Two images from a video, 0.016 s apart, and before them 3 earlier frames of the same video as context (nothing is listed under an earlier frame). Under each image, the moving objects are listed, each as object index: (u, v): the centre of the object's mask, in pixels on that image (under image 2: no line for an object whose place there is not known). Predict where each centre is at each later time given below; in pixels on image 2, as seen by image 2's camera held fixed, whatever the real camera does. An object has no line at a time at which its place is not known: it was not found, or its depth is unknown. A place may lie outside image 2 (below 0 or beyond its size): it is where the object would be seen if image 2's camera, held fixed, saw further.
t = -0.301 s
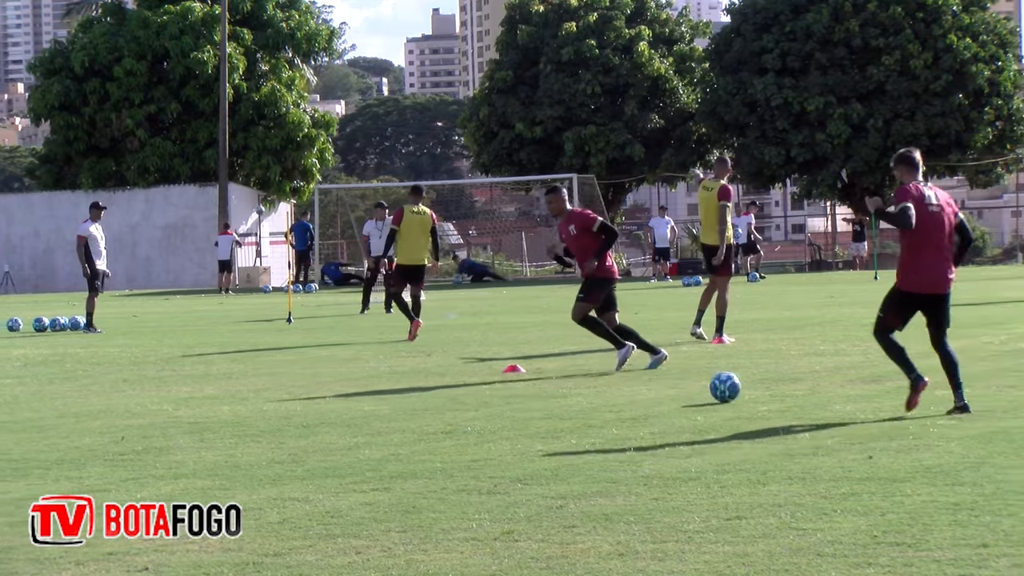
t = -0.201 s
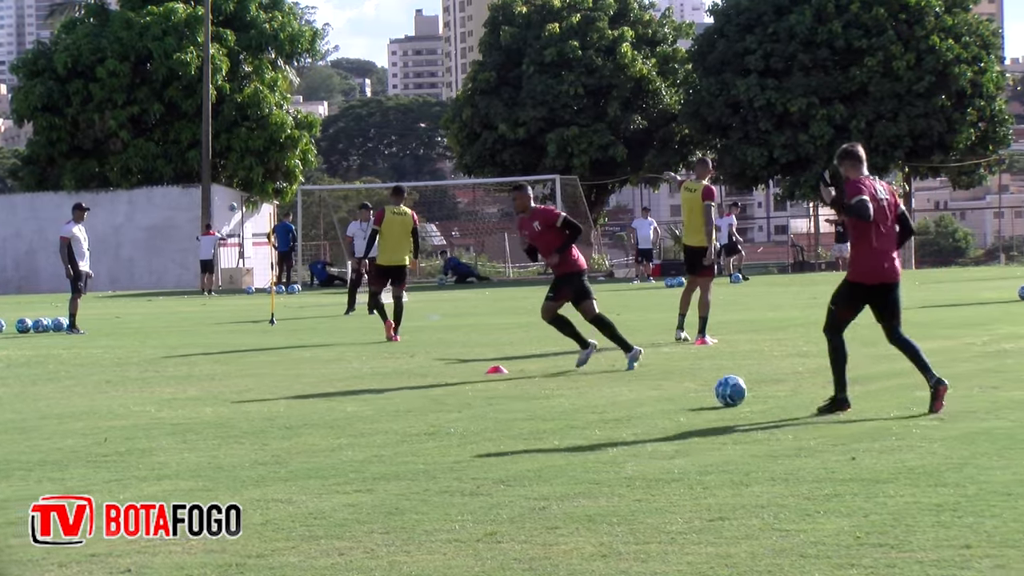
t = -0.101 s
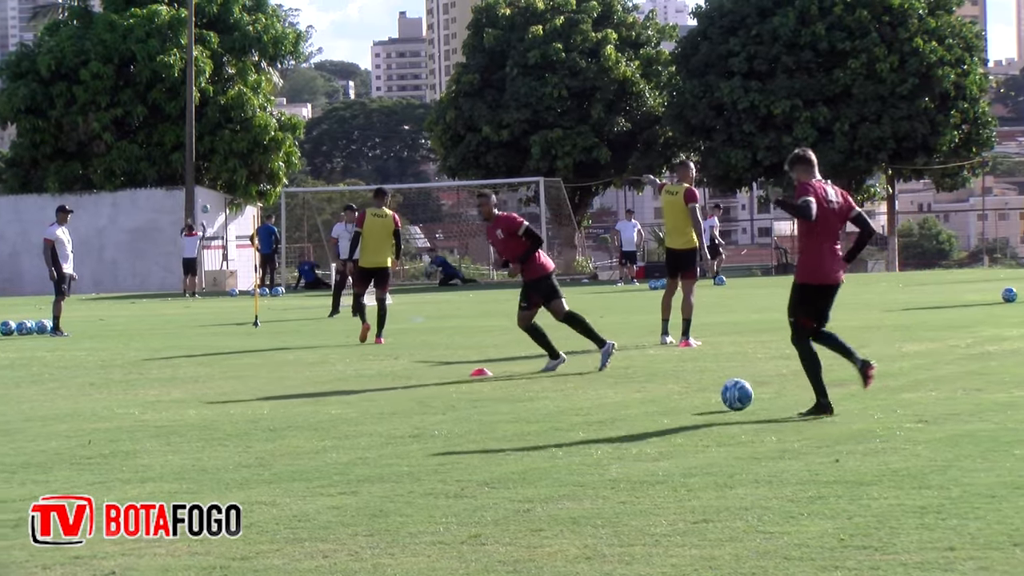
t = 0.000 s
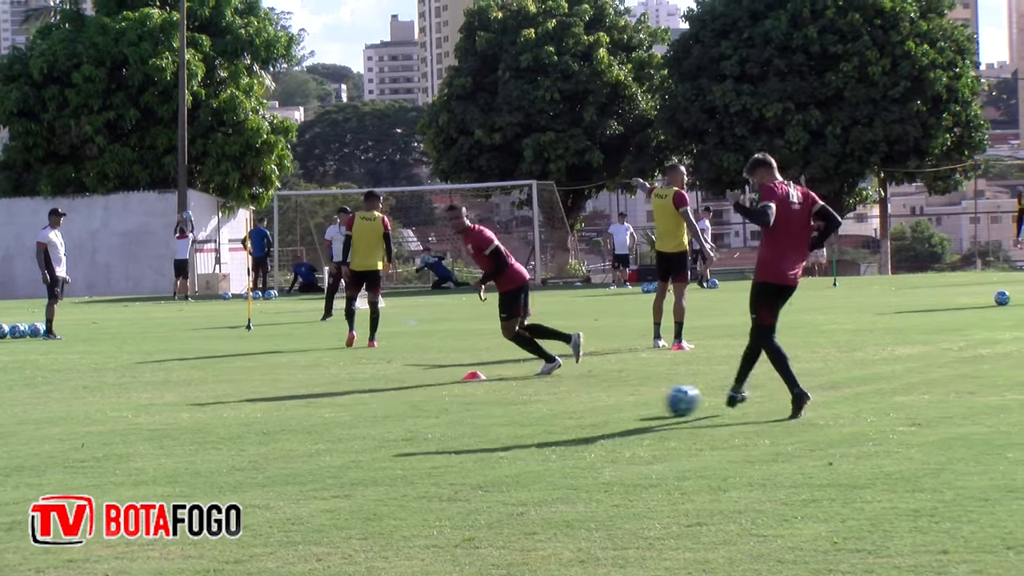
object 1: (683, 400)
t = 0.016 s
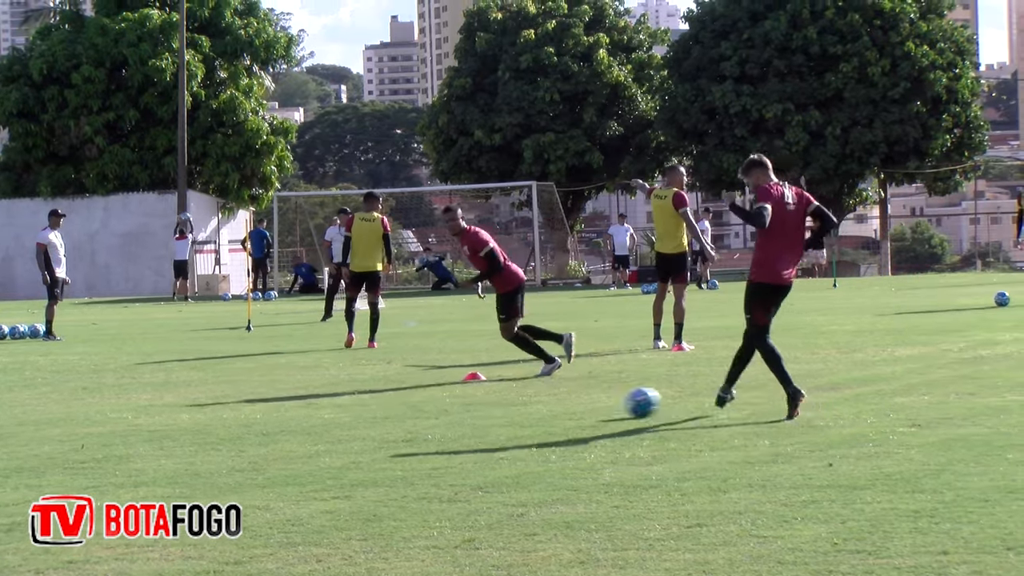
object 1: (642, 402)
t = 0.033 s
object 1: (604, 403)
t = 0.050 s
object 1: (566, 404)
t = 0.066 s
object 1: (529, 403)
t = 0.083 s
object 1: (492, 403)
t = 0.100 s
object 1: (457, 404)
